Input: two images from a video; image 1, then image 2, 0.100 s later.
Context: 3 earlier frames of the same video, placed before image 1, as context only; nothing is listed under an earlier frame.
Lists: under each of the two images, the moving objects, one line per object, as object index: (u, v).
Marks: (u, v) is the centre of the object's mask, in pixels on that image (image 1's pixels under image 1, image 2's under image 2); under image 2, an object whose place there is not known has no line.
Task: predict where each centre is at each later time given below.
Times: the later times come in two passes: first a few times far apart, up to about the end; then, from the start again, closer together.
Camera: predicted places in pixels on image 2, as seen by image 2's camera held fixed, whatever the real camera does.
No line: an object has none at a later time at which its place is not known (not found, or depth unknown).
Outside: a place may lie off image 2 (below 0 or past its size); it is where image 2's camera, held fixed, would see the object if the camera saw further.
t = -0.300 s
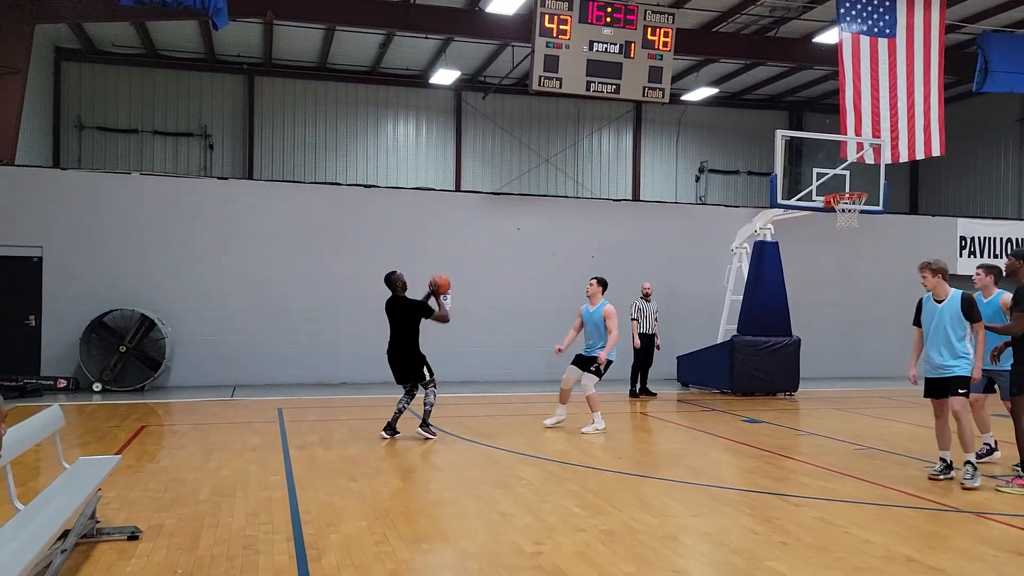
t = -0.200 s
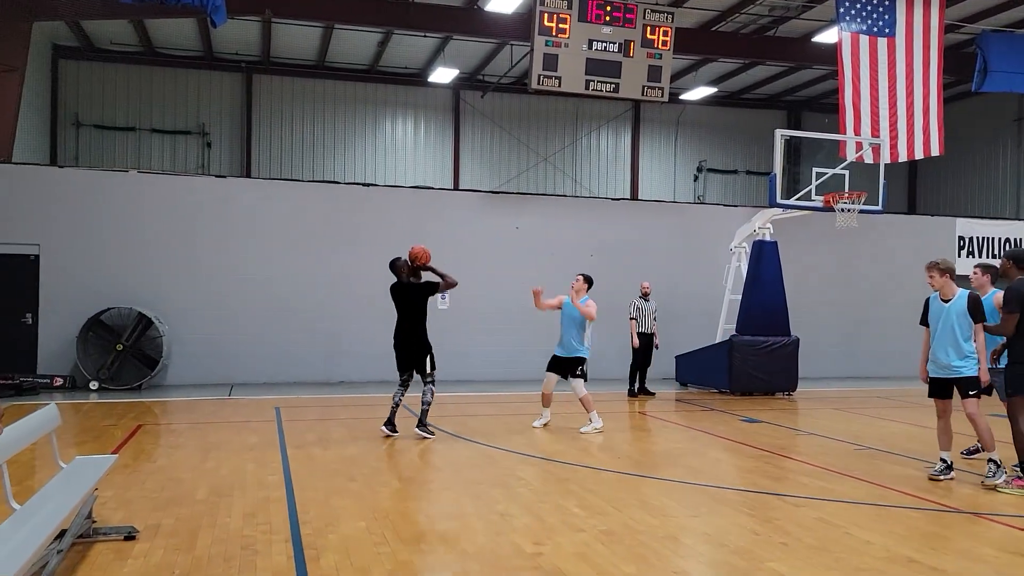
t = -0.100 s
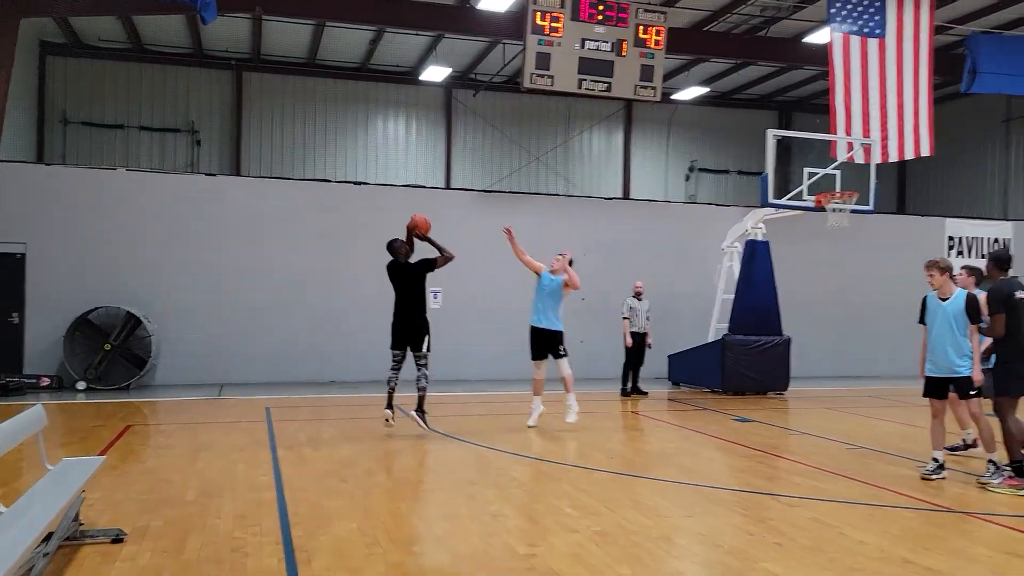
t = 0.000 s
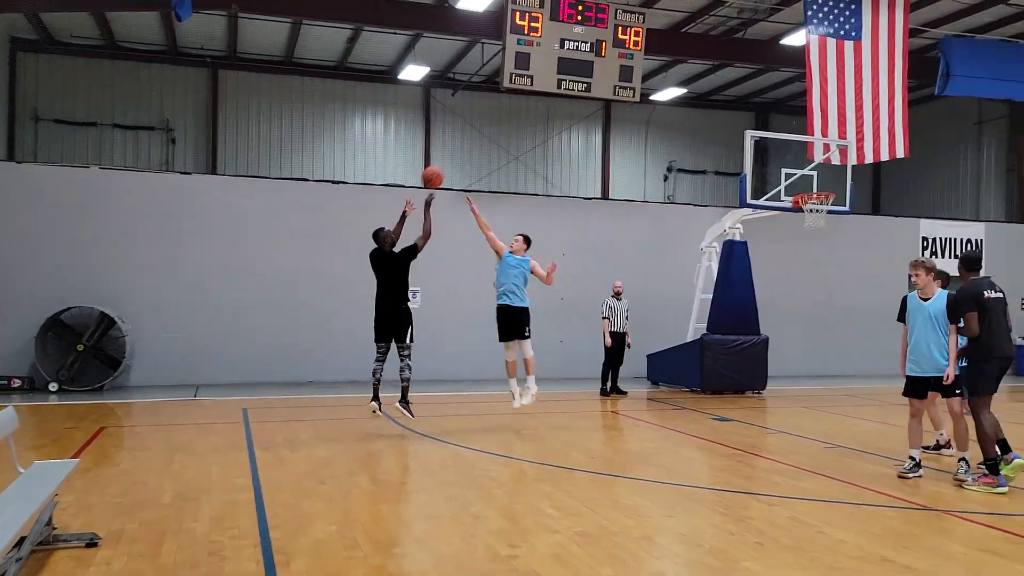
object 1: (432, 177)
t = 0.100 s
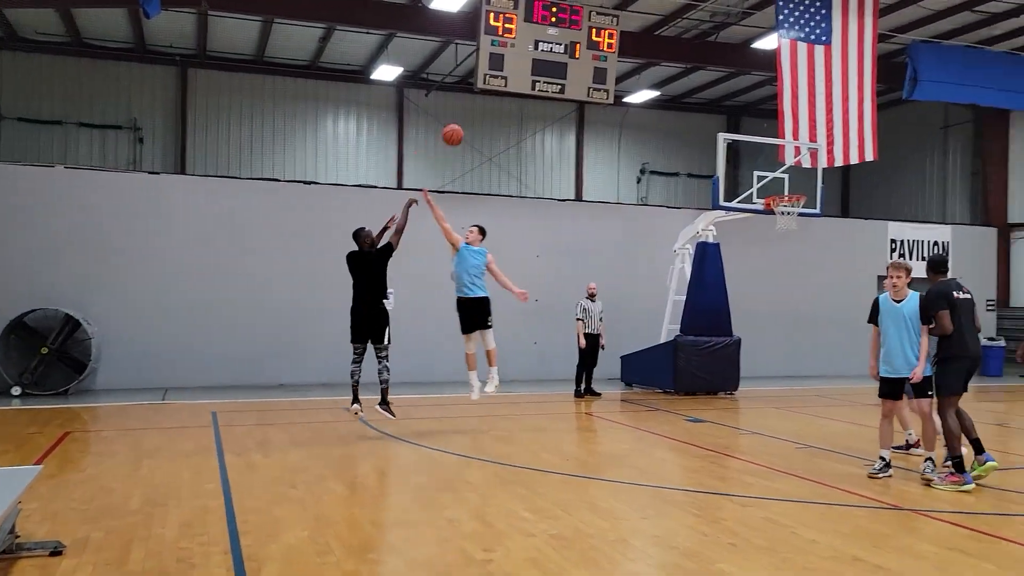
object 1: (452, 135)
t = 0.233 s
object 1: (510, 95)
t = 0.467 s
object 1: (598, 64)
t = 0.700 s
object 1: (674, 76)
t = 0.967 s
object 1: (749, 134)
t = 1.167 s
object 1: (791, 189)
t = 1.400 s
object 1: (772, 149)
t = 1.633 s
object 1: (749, 144)
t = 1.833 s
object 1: (728, 173)
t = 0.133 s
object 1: (468, 123)
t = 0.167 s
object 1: (482, 112)
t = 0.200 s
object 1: (496, 103)
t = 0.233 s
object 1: (510, 95)
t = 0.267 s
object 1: (524, 87)
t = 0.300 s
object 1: (537, 81)
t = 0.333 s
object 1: (549, 76)
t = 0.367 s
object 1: (562, 72)
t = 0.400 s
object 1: (574, 68)
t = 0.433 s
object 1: (587, 66)
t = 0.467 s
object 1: (598, 64)
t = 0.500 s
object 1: (610, 63)
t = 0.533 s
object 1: (621, 64)
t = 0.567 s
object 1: (632, 65)
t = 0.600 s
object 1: (643, 66)
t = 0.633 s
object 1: (653, 69)
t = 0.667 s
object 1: (664, 72)
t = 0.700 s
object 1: (674, 76)
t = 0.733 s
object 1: (684, 81)
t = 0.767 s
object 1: (695, 87)
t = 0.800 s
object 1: (704, 93)
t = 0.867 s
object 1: (723, 108)
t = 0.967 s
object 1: (749, 134)
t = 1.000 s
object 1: (758, 144)
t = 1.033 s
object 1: (767, 154)
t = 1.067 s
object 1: (774, 165)
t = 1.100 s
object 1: (783, 177)
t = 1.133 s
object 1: (790, 189)
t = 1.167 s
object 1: (791, 189)
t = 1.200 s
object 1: (788, 181)
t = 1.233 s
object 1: (786, 174)
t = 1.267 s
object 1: (783, 168)
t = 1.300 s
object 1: (780, 161)
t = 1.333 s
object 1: (777, 156)
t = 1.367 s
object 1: (775, 153)
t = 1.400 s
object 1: (772, 149)
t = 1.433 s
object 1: (769, 145)
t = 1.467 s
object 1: (766, 143)
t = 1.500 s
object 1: (763, 142)
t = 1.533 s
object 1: (760, 141)
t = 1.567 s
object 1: (756, 141)
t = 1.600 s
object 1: (752, 142)
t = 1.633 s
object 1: (749, 144)
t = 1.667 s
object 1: (746, 146)
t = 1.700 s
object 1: (742, 150)
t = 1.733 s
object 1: (739, 154)
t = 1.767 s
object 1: (735, 160)
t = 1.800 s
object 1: (732, 166)
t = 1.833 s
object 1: (728, 173)
